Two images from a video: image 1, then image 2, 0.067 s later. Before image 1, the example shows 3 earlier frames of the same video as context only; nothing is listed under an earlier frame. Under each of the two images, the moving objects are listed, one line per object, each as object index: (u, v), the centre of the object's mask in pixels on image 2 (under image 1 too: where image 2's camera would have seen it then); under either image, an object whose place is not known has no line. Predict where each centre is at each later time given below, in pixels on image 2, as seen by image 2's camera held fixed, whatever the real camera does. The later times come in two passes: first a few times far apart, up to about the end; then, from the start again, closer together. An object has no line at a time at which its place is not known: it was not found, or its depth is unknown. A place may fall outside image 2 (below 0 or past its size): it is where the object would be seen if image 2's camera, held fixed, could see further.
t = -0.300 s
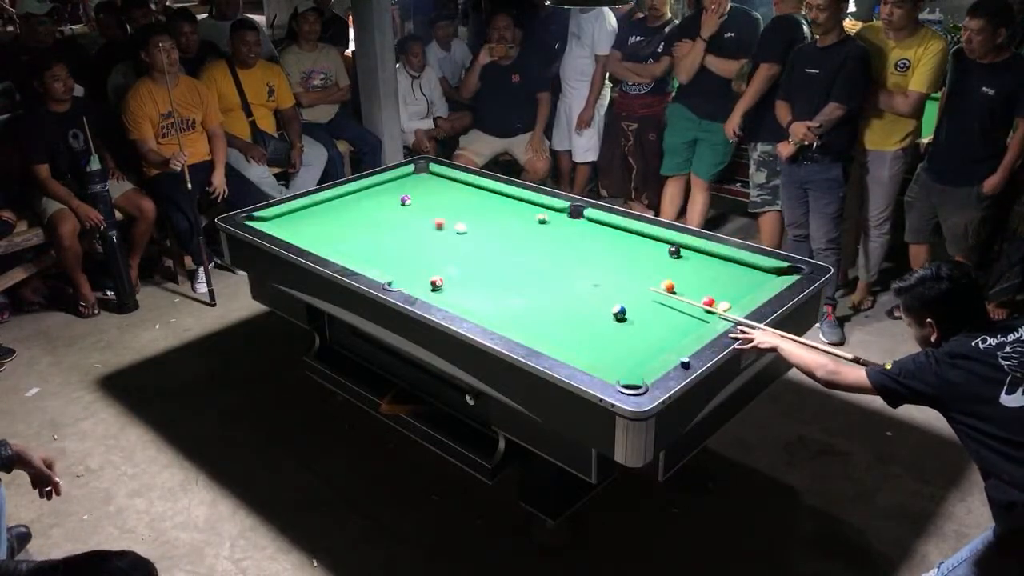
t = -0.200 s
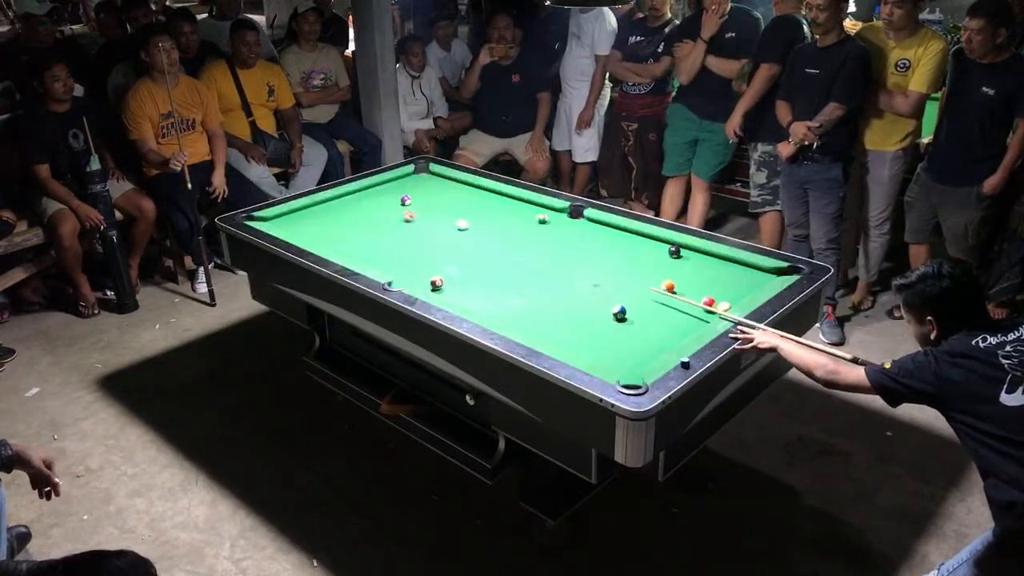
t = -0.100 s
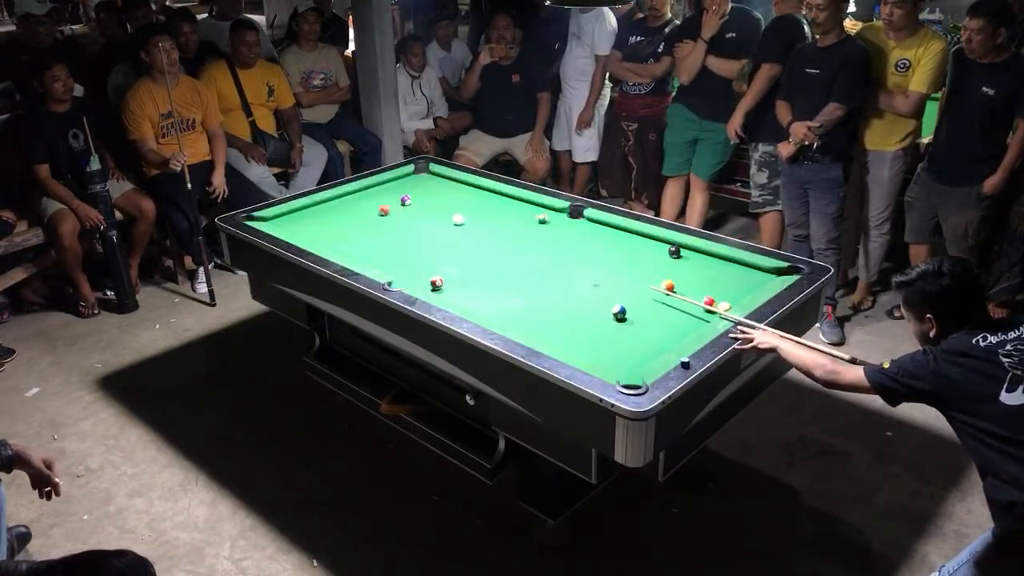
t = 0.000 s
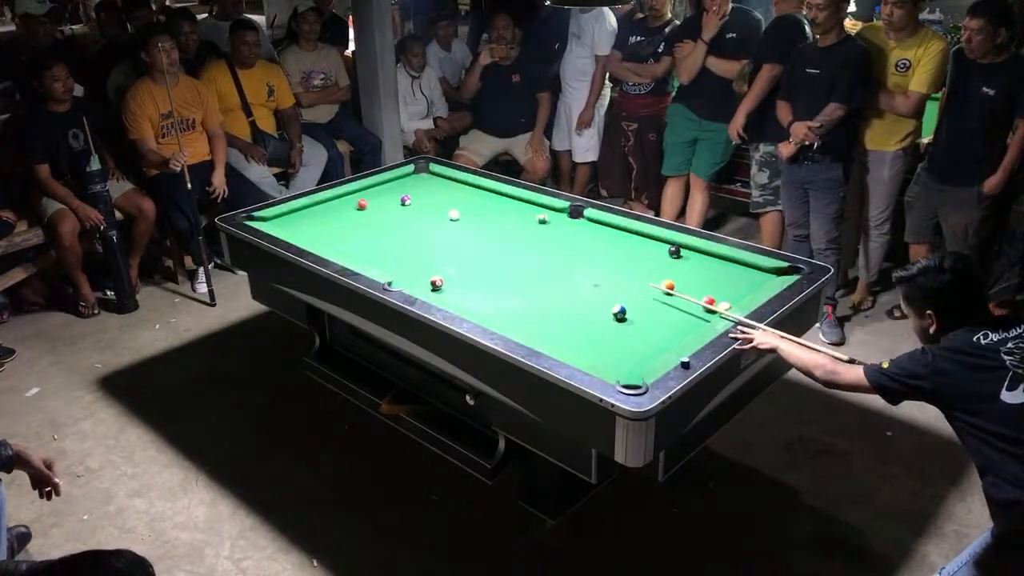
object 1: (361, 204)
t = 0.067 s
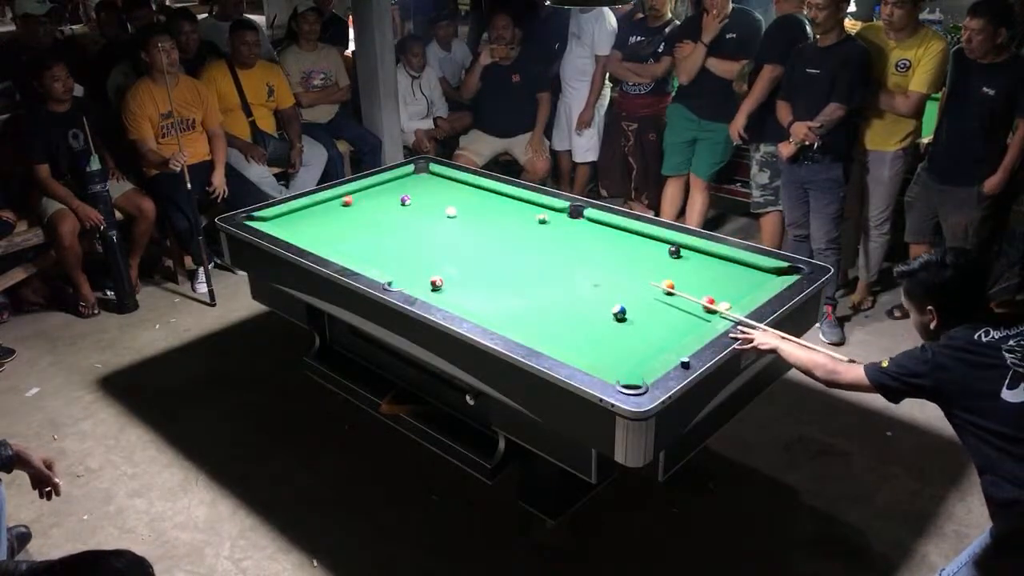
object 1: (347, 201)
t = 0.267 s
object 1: (351, 206)
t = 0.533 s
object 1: (381, 220)
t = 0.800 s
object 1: (413, 235)
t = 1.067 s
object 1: (445, 249)
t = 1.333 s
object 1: (479, 264)
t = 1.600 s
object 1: (512, 279)
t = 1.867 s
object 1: (547, 294)
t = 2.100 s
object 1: (577, 309)
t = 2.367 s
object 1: (613, 324)
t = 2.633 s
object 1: (648, 340)
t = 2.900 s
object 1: (657, 346)
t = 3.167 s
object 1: (632, 337)
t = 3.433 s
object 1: (611, 330)
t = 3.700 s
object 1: (594, 324)
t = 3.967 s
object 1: (580, 319)
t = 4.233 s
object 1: (570, 316)
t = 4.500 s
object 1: (562, 313)
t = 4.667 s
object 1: (557, 311)
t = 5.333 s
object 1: (551, 309)
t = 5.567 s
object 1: (551, 309)
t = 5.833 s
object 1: (551, 309)
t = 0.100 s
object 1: (340, 199)
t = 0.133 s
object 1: (336, 198)
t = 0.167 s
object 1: (340, 200)
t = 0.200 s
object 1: (344, 202)
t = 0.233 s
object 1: (347, 204)
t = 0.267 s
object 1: (351, 206)
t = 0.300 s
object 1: (355, 208)
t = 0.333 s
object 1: (359, 209)
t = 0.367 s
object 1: (362, 211)
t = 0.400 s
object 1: (366, 213)
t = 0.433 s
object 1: (370, 215)
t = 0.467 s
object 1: (374, 216)
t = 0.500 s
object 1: (377, 218)
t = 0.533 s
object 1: (381, 220)
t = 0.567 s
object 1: (385, 222)
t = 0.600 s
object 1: (389, 224)
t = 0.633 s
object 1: (393, 225)
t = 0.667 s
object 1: (397, 227)
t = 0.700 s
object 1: (400, 229)
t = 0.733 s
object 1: (404, 231)
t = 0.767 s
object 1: (408, 233)
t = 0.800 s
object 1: (413, 235)
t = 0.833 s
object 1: (416, 236)
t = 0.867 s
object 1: (420, 238)
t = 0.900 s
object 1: (424, 240)
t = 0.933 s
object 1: (429, 242)
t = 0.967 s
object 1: (433, 243)
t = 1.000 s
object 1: (437, 245)
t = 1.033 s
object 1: (441, 247)
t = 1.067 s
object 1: (445, 249)
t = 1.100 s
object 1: (449, 251)
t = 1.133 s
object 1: (453, 253)
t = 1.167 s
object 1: (457, 255)
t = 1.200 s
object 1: (462, 256)
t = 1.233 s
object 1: (466, 258)
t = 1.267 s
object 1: (470, 261)
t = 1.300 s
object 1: (474, 262)
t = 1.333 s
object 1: (479, 264)
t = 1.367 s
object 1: (483, 266)
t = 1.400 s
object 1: (487, 268)
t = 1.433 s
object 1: (491, 269)
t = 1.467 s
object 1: (495, 272)
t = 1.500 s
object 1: (500, 273)
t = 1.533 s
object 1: (504, 275)
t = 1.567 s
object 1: (508, 277)
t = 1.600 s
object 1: (512, 279)
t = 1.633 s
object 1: (516, 281)
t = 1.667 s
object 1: (521, 283)
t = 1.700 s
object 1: (525, 285)
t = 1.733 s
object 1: (530, 286)
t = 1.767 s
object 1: (534, 289)
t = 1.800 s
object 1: (538, 291)
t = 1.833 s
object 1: (543, 293)
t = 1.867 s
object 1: (547, 294)
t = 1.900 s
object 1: (551, 297)
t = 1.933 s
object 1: (555, 299)
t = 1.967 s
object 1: (560, 301)
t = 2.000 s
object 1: (564, 303)
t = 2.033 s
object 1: (569, 305)
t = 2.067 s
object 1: (573, 306)
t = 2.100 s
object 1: (577, 309)
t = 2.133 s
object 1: (582, 311)
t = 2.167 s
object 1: (586, 312)
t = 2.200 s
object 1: (590, 314)
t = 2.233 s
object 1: (595, 316)
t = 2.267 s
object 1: (599, 318)
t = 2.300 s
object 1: (604, 320)
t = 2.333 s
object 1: (608, 322)
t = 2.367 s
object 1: (613, 324)
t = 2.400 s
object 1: (617, 326)
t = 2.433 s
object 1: (621, 328)
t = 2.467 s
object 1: (626, 330)
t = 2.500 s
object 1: (631, 332)
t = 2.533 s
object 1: (635, 334)
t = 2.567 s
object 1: (639, 336)
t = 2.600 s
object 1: (644, 338)
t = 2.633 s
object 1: (648, 340)
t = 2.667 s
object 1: (652, 343)
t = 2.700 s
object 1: (657, 344)
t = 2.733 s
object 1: (660, 345)
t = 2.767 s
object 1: (664, 346)
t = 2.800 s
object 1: (666, 346)
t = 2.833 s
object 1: (662, 346)
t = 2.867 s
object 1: (659, 346)
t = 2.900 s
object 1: (657, 346)
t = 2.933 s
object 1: (654, 345)
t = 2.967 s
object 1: (650, 344)
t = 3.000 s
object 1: (647, 343)
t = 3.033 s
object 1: (644, 341)
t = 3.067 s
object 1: (641, 340)
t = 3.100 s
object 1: (638, 339)
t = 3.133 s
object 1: (635, 338)
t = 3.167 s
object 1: (632, 337)
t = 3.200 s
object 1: (629, 336)
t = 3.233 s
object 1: (626, 335)
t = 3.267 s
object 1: (624, 335)
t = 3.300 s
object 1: (621, 333)
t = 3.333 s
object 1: (619, 332)
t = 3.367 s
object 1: (616, 332)
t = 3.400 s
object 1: (614, 331)
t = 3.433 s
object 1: (611, 330)
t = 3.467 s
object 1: (609, 329)
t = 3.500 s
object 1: (607, 328)
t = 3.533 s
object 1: (604, 328)
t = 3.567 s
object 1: (602, 327)
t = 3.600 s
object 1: (600, 326)
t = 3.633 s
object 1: (598, 325)
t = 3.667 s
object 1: (596, 325)
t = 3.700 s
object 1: (594, 324)
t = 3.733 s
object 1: (592, 323)
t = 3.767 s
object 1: (591, 323)
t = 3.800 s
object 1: (589, 322)
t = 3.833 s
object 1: (587, 322)
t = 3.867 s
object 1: (585, 321)
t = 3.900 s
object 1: (584, 321)
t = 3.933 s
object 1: (582, 320)
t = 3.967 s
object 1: (580, 319)
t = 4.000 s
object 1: (579, 319)
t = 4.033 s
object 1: (578, 318)
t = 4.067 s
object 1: (576, 318)
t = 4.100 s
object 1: (575, 317)
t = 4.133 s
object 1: (573, 317)
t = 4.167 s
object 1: (572, 316)
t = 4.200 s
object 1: (571, 316)
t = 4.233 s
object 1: (570, 316)
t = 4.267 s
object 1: (568, 315)
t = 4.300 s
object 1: (567, 315)
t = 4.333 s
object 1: (566, 315)
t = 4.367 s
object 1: (565, 314)
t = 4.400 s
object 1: (564, 314)
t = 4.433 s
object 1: (563, 314)
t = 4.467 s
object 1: (562, 313)
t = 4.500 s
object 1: (562, 313)
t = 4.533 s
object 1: (561, 313)
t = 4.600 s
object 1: (559, 312)
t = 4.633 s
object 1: (558, 312)
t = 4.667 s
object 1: (557, 311)
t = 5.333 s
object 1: (551, 309)
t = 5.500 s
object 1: (551, 309)
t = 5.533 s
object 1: (551, 309)
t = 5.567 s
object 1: (551, 309)
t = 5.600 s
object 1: (551, 309)
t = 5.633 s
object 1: (551, 309)
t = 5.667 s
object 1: (551, 309)
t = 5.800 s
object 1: (551, 309)
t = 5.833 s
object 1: (551, 309)
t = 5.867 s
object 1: (551, 309)
